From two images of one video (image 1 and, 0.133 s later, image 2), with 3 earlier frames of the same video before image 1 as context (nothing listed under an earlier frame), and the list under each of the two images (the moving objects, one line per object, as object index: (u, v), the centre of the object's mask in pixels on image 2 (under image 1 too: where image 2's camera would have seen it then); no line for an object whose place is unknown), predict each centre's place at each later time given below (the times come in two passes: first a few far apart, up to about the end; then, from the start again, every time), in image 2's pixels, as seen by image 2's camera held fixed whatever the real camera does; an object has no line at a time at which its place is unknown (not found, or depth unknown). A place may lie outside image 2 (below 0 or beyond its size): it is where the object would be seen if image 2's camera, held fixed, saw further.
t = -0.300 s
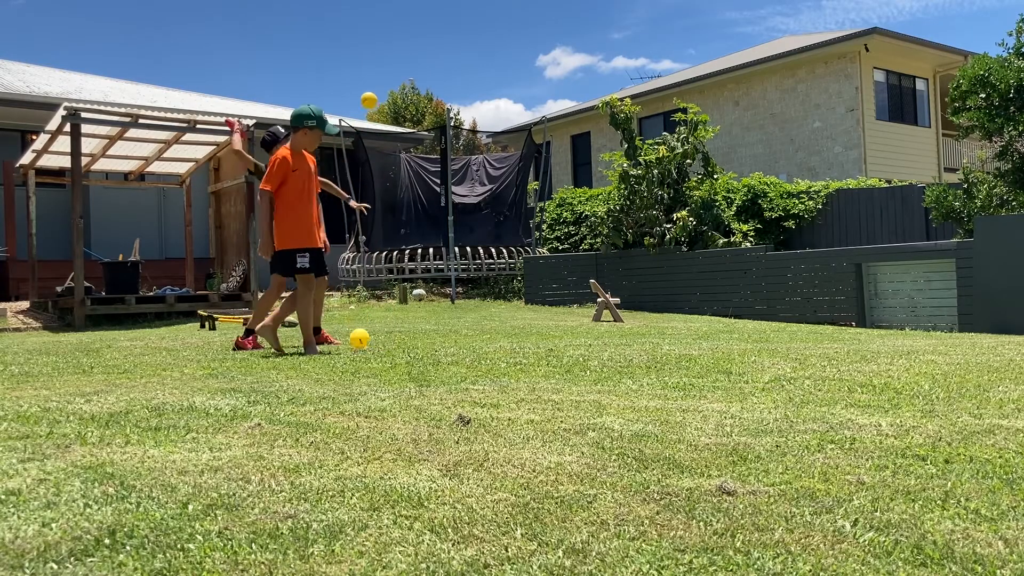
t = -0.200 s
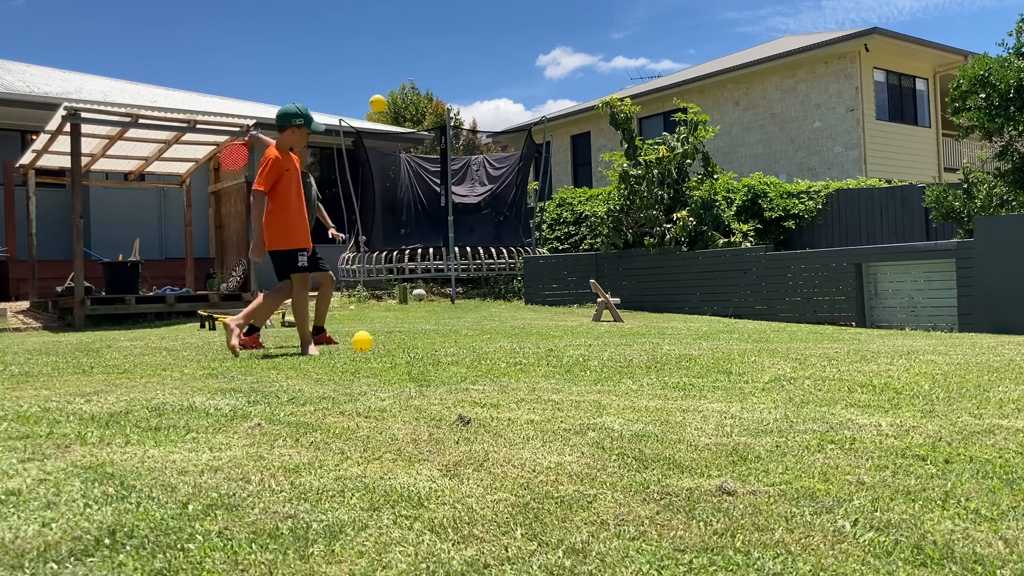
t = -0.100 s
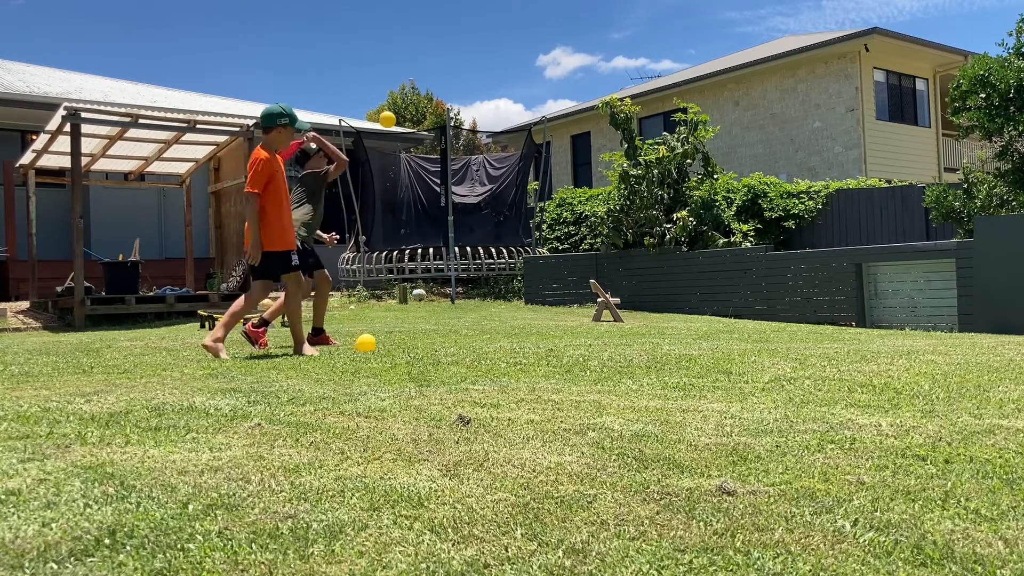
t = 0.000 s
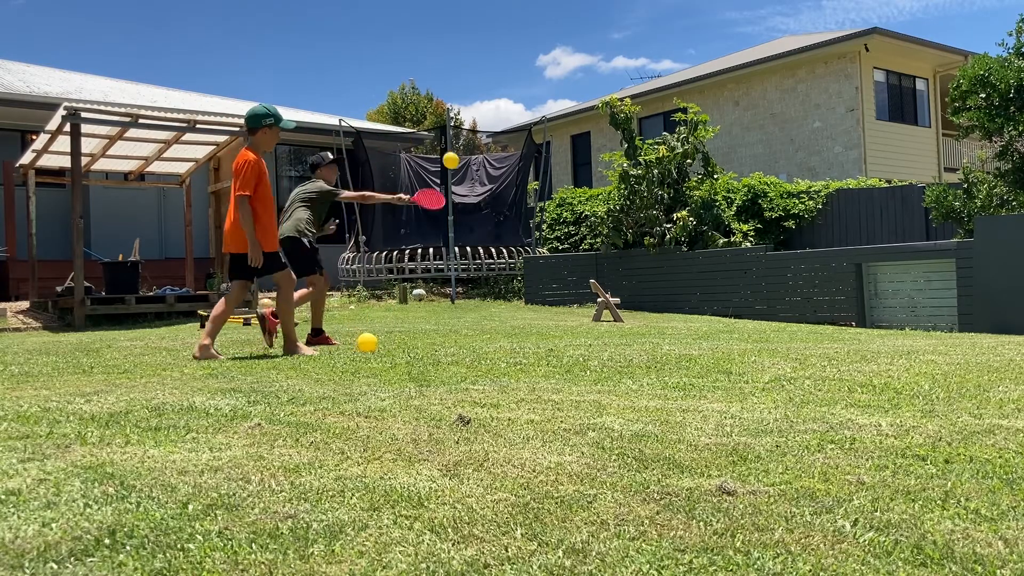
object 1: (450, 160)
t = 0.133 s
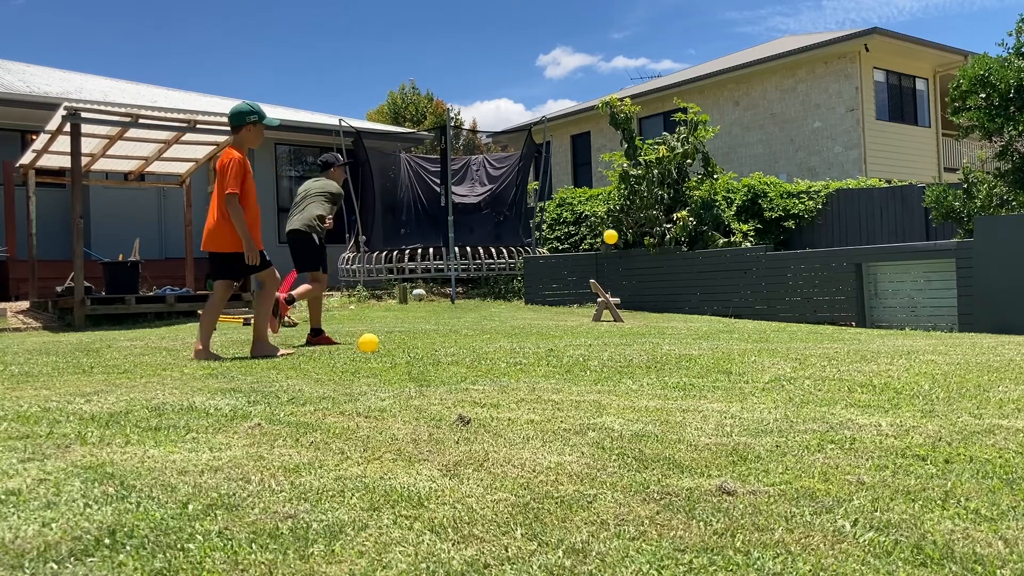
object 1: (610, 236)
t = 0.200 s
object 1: (676, 274)
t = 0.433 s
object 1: (796, 282)
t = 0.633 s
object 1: (845, 249)
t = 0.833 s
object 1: (887, 255)
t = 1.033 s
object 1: (834, 241)
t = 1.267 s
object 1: (772, 272)
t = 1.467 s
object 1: (726, 317)
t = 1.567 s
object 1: (716, 298)
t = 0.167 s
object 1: (644, 255)
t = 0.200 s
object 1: (676, 274)
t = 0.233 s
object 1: (706, 293)
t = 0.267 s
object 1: (735, 312)
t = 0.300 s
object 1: (761, 329)
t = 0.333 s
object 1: (770, 316)
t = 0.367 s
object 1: (779, 303)
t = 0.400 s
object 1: (787, 292)
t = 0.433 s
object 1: (796, 282)
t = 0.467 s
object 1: (804, 273)
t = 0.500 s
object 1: (813, 266)
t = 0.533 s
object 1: (821, 259)
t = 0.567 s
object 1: (829, 255)
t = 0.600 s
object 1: (837, 251)
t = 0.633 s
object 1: (845, 249)
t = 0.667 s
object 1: (852, 248)
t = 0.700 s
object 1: (860, 248)
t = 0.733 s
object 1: (867, 248)
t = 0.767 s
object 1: (875, 251)
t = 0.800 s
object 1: (882, 254)
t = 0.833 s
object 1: (887, 255)
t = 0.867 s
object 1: (878, 251)
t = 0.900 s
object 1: (869, 247)
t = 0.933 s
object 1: (860, 244)
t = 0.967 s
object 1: (851, 242)
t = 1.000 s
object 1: (843, 241)
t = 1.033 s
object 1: (834, 241)
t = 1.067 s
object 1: (825, 242)
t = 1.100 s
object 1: (816, 245)
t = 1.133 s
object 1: (807, 248)
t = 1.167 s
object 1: (799, 252)
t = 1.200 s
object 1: (790, 258)
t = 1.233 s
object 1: (781, 265)
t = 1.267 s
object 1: (772, 272)
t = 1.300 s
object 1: (763, 281)
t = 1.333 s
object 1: (755, 291)
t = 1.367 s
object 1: (746, 302)
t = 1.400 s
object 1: (737, 314)
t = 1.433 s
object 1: (729, 324)
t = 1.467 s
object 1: (726, 317)
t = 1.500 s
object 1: (722, 310)
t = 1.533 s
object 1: (719, 303)
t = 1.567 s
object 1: (716, 298)
